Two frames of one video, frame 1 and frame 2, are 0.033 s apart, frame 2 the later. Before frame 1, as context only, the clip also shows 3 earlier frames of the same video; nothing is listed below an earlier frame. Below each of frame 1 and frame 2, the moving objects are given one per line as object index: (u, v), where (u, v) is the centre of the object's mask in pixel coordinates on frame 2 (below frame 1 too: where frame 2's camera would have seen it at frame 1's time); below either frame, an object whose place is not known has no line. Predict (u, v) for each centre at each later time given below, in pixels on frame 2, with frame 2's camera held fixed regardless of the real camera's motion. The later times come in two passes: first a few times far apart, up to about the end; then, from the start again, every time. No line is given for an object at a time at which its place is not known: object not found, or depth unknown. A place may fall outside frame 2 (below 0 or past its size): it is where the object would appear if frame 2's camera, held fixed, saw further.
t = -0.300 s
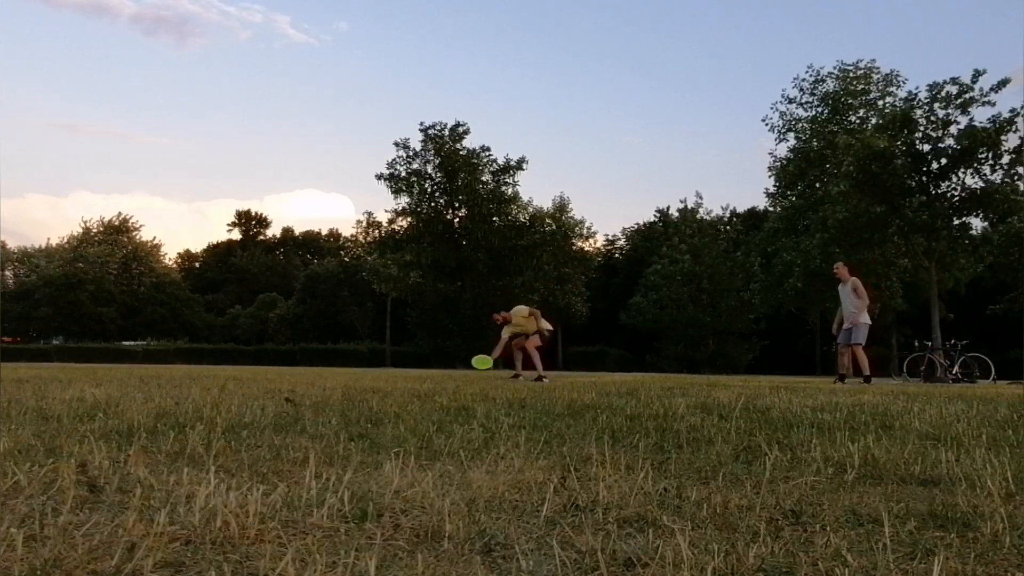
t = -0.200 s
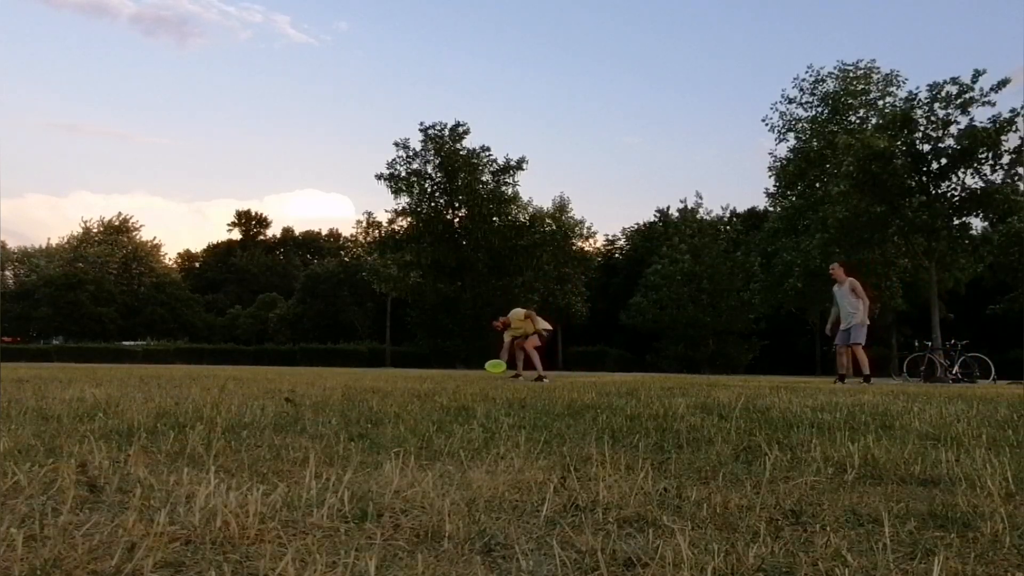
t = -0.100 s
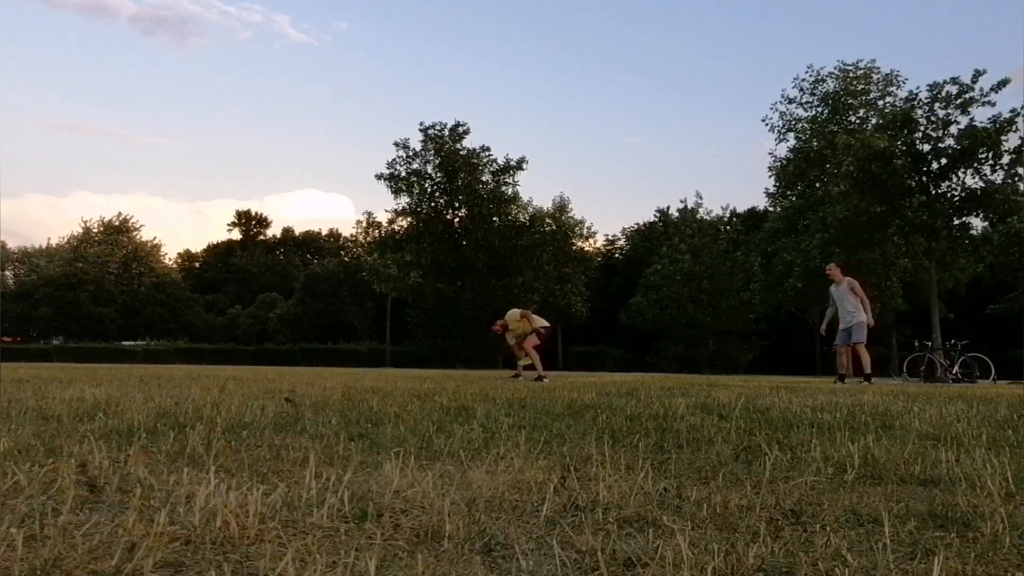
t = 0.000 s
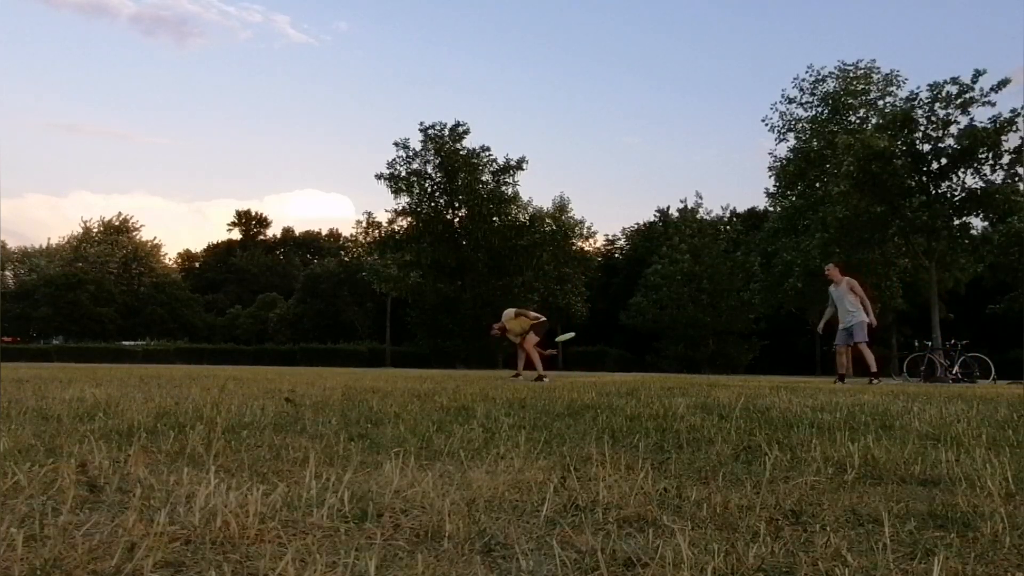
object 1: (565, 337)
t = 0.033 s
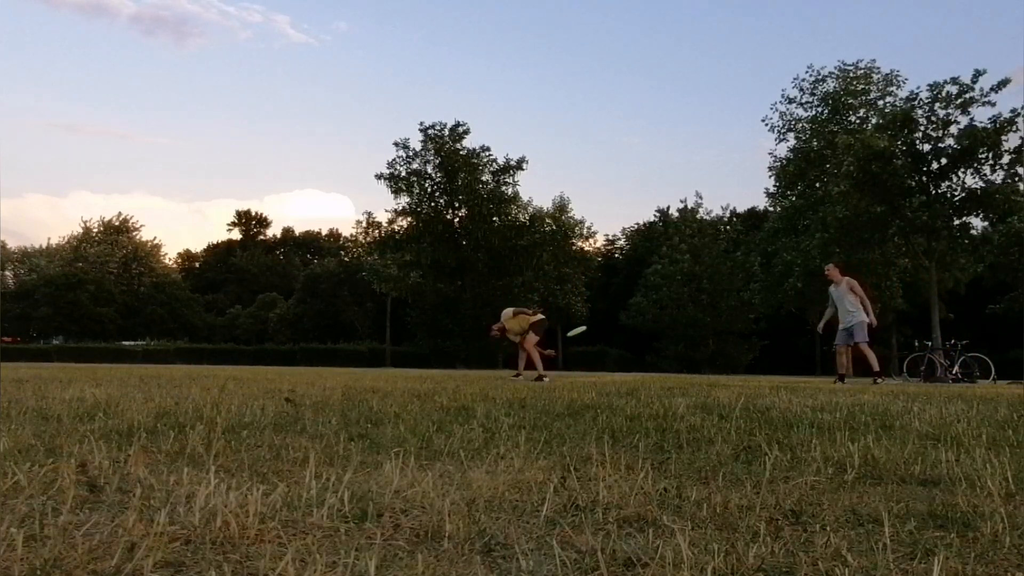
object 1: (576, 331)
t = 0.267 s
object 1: (653, 312)
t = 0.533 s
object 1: (730, 323)
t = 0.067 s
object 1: (588, 326)
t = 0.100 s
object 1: (599, 322)
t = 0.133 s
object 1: (611, 318)
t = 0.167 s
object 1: (621, 316)
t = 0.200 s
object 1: (632, 314)
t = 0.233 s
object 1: (643, 313)
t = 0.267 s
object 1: (653, 312)
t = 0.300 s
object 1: (663, 312)
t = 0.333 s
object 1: (673, 312)
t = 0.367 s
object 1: (683, 313)
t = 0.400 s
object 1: (693, 314)
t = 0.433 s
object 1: (703, 315)
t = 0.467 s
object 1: (712, 318)
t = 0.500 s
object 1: (721, 320)
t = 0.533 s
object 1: (730, 323)
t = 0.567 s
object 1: (739, 326)
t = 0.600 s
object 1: (748, 330)
